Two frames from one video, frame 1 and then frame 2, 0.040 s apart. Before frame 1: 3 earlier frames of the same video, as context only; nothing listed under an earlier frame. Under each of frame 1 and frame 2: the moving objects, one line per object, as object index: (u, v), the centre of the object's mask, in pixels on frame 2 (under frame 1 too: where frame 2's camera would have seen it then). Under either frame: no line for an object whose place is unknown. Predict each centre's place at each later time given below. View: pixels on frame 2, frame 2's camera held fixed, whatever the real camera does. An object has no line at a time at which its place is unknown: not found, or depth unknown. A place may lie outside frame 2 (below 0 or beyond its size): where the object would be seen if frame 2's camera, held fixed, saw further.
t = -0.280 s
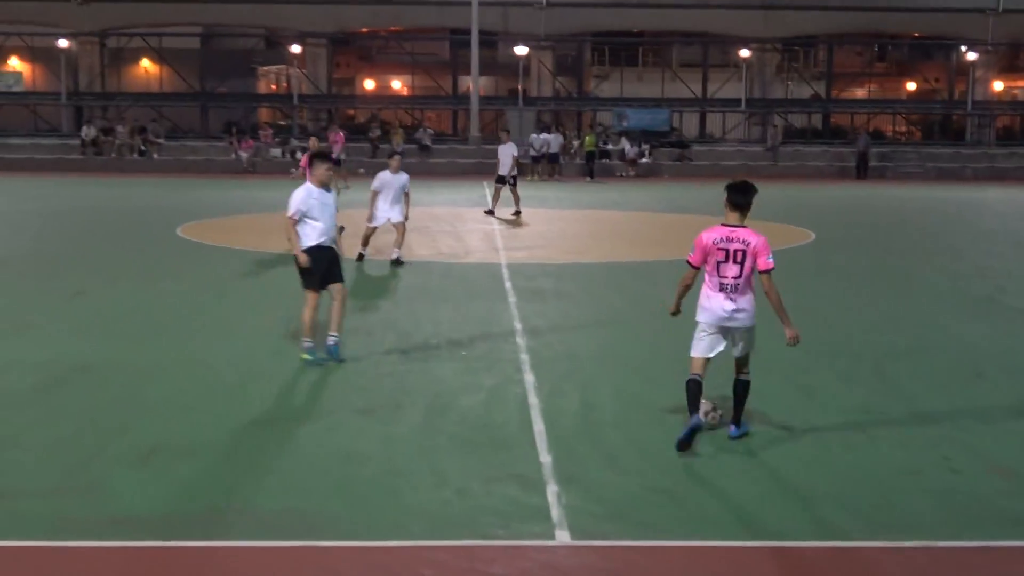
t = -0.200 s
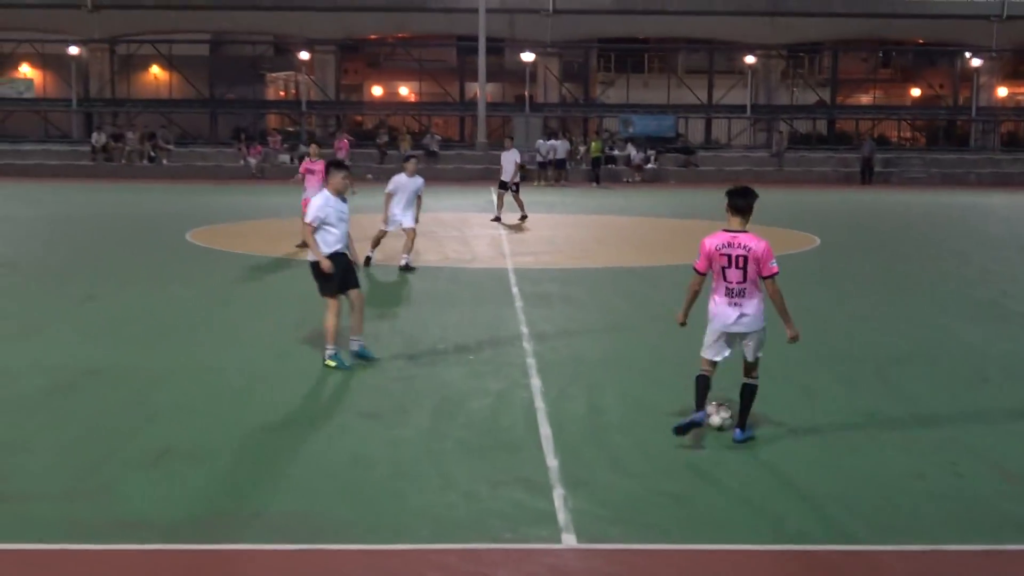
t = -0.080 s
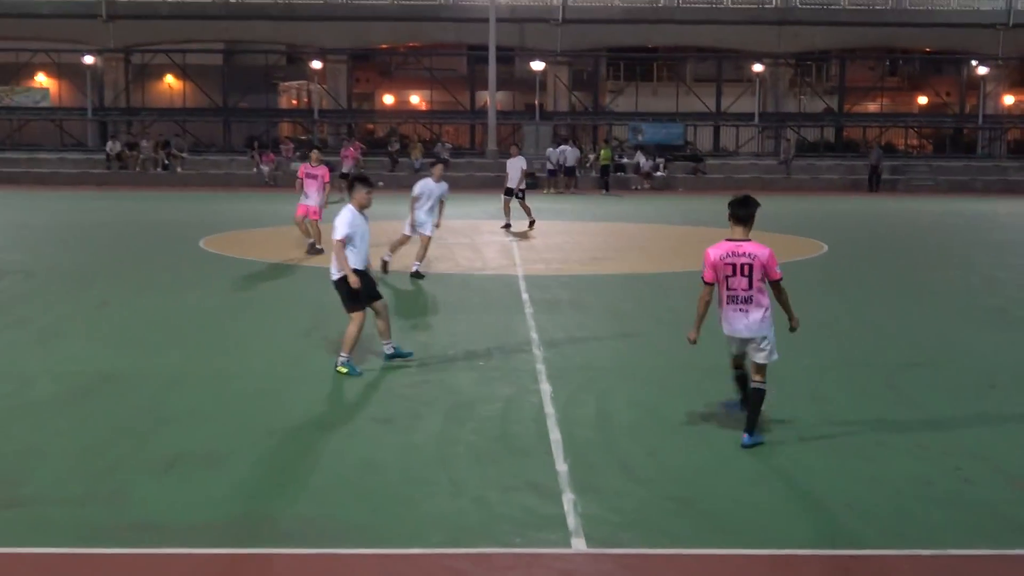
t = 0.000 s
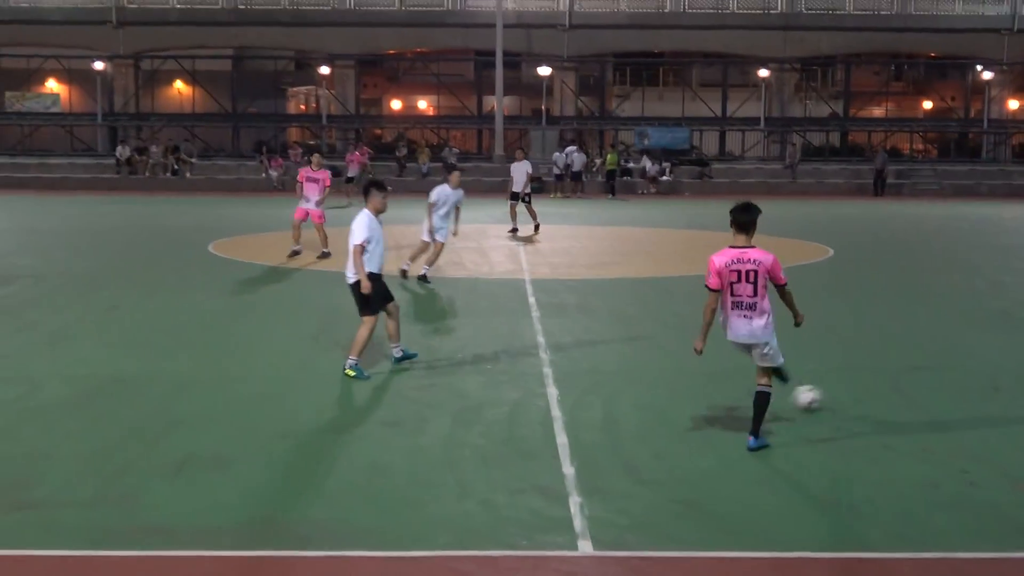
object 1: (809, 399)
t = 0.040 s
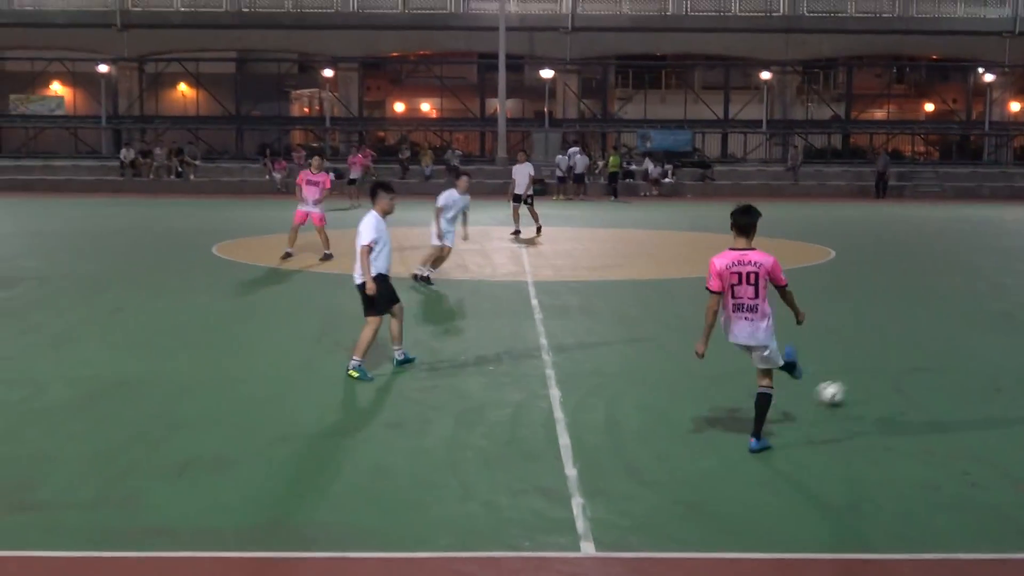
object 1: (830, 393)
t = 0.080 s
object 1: (849, 386)
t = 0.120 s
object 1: (868, 381)
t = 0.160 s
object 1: (885, 376)
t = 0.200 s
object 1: (899, 369)
